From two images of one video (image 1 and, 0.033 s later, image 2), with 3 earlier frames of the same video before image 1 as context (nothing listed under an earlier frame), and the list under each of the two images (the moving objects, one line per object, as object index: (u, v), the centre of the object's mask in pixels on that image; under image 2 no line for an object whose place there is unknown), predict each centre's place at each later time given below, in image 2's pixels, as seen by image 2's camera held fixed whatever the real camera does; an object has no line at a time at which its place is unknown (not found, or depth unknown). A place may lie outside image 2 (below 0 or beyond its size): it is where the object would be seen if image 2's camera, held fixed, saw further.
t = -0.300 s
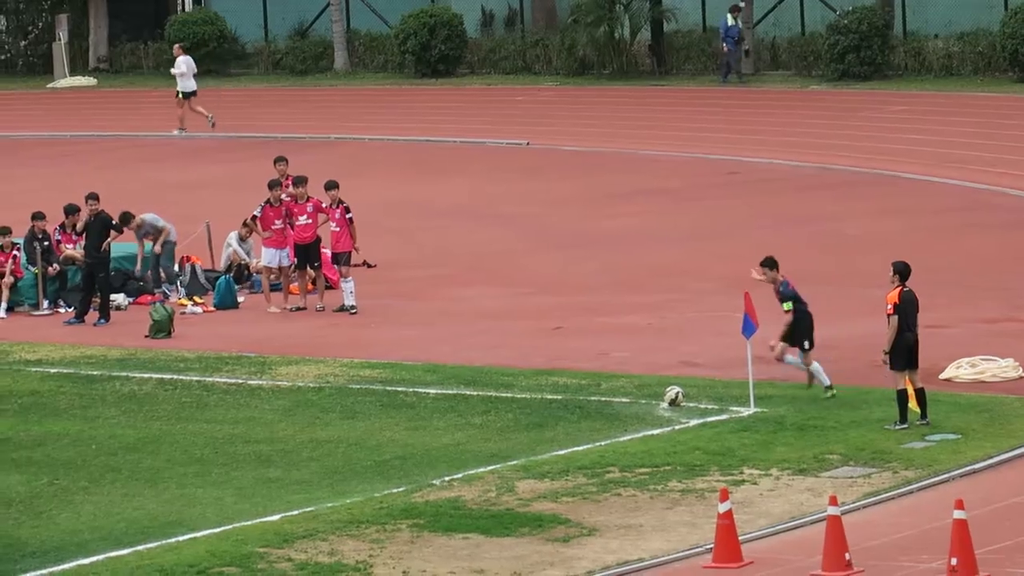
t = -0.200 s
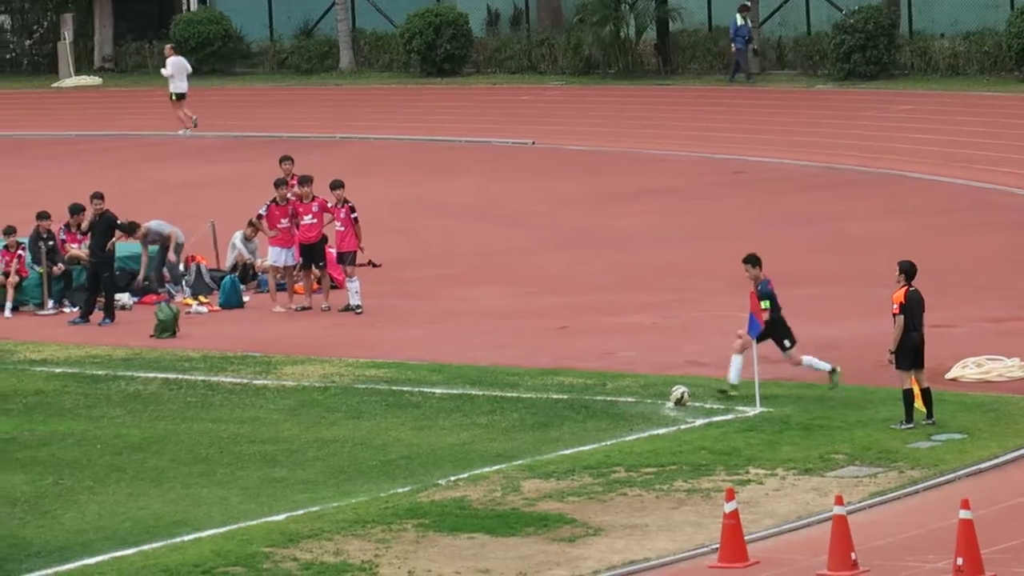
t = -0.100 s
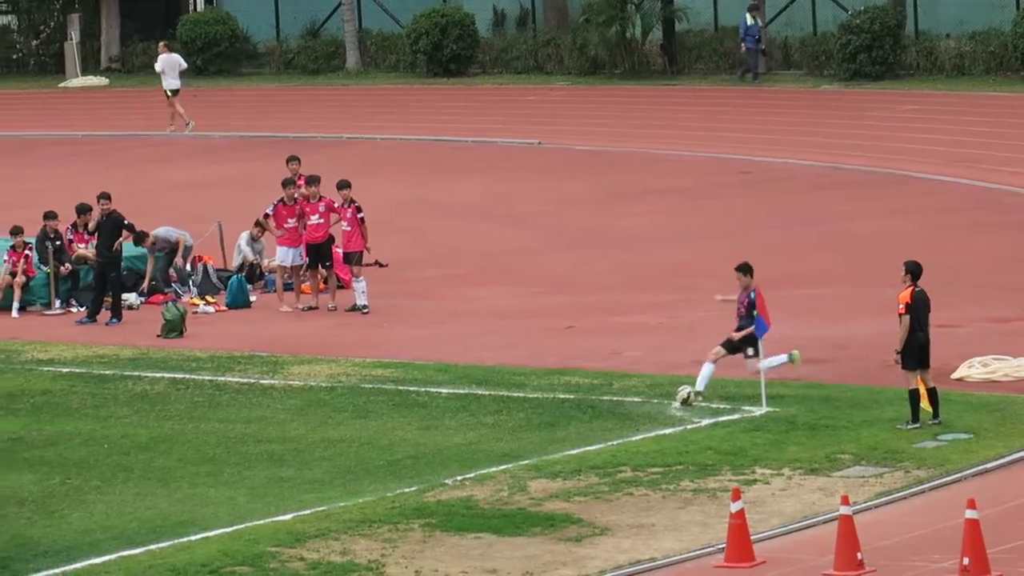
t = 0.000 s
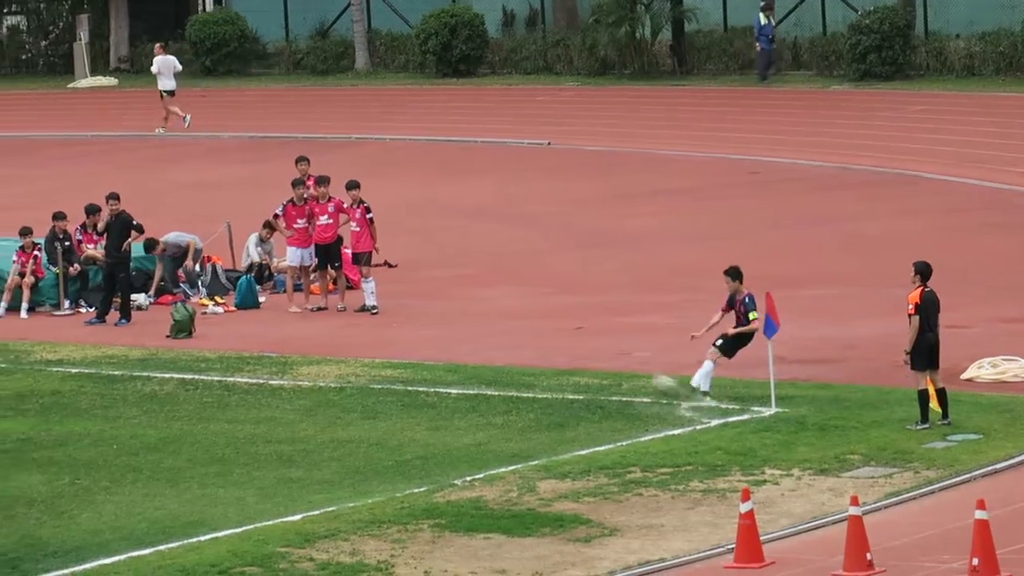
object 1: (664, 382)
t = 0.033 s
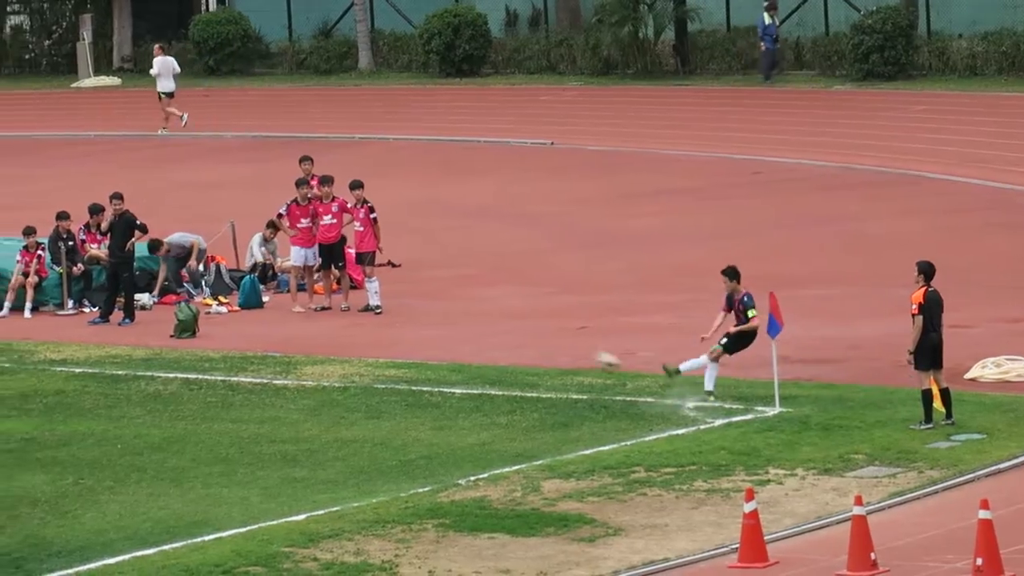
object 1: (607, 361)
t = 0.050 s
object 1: (576, 350)
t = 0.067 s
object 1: (546, 339)
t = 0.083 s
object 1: (517, 330)
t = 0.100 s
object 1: (487, 320)
